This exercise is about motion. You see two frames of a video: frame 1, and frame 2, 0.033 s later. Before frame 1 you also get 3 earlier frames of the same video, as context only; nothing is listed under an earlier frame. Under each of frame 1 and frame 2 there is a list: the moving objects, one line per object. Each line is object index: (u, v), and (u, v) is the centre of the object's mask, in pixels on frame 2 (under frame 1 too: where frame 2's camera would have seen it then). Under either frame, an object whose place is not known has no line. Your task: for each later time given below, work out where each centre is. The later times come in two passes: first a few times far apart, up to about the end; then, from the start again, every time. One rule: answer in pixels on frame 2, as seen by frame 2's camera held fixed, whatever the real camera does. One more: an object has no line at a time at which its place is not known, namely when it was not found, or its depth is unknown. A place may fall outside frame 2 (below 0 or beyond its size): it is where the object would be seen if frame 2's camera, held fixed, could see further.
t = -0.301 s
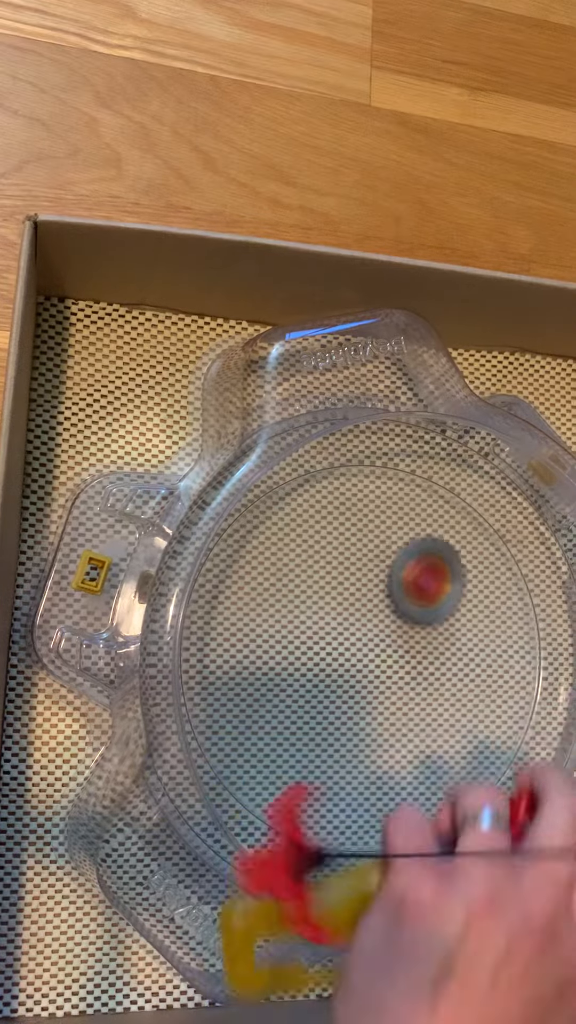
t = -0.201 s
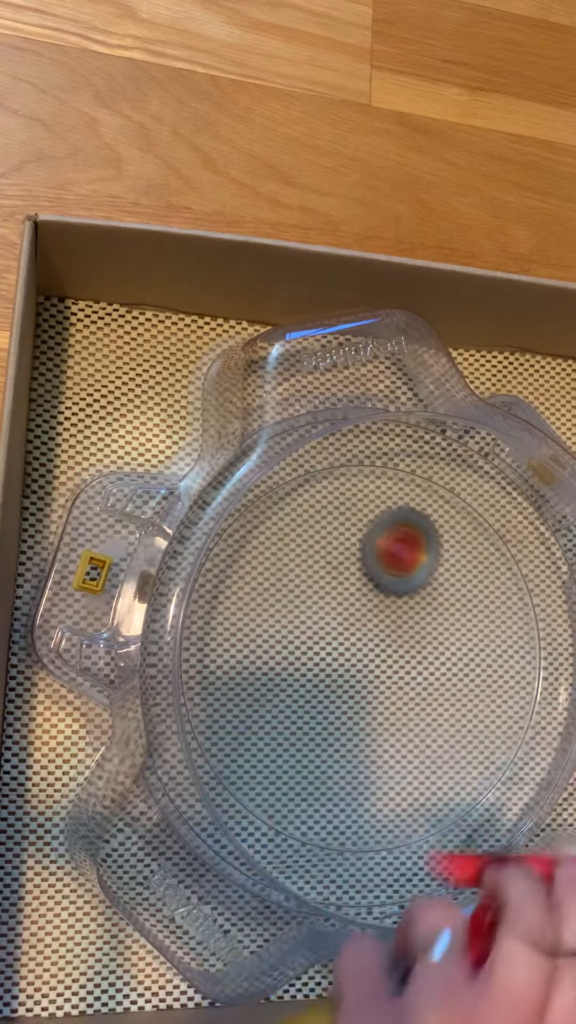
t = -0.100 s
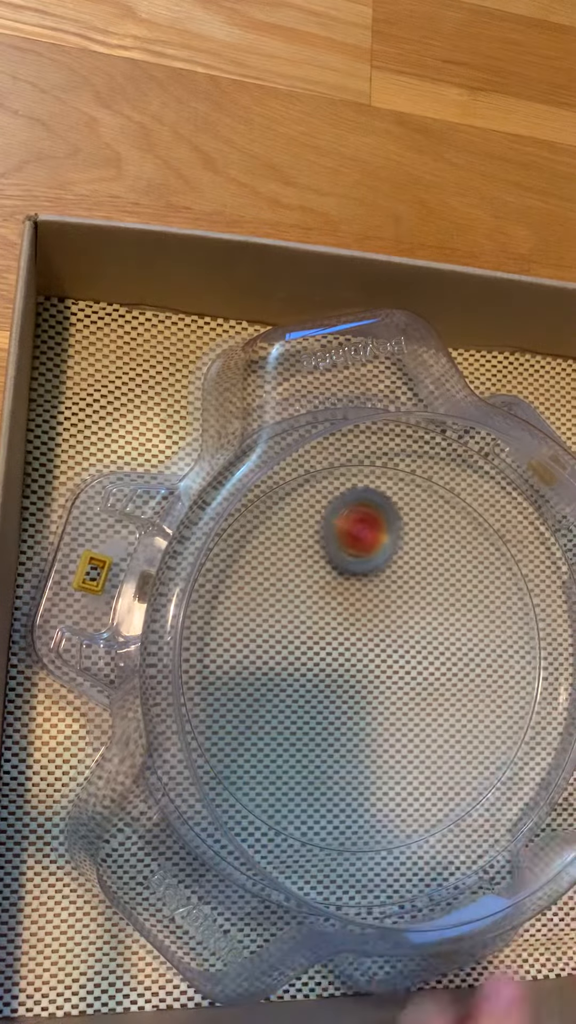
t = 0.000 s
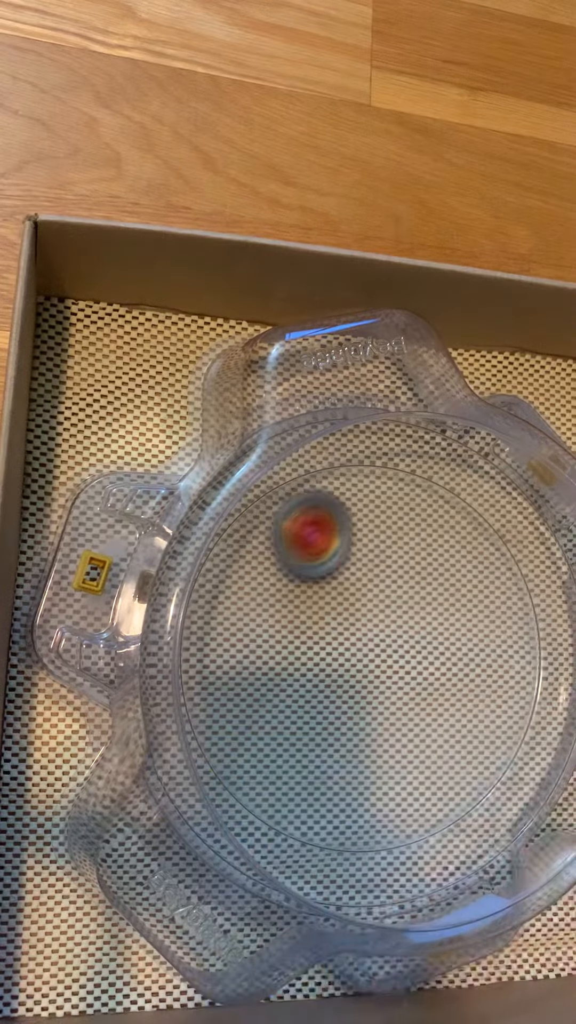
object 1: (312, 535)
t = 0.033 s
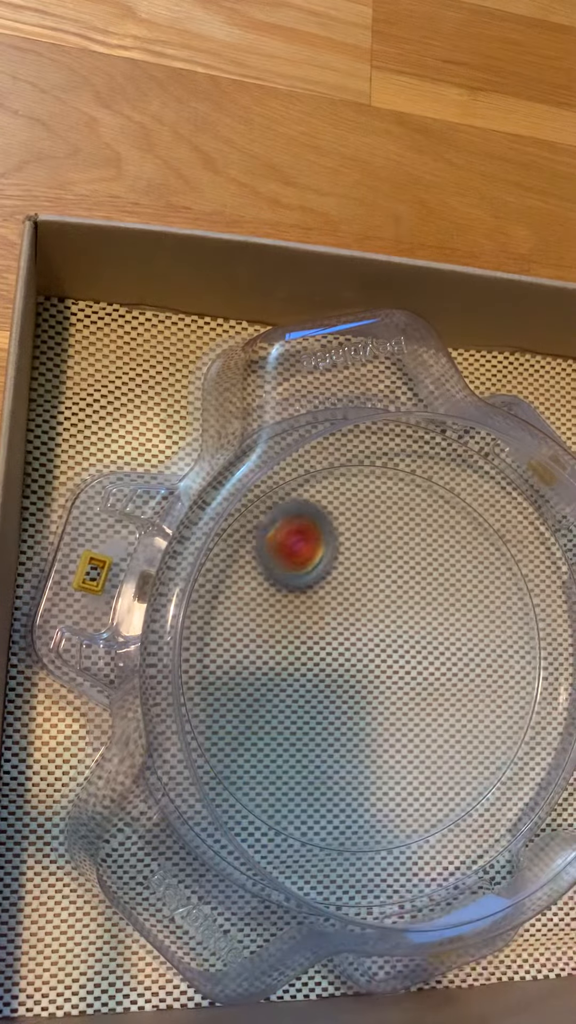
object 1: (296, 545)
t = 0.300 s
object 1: (336, 724)
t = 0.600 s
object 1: (548, 693)
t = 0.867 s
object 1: (406, 484)
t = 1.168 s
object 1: (224, 741)
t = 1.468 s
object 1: (514, 780)
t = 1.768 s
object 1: (359, 478)
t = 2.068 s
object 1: (235, 783)
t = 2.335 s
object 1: (534, 751)
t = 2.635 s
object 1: (434, 475)
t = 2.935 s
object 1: (215, 761)
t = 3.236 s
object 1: (470, 734)
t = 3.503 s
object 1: (454, 496)
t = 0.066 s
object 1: (284, 560)
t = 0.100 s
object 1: (275, 580)
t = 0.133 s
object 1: (270, 602)
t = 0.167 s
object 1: (271, 627)
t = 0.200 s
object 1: (279, 654)
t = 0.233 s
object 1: (292, 680)
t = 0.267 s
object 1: (312, 705)
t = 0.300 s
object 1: (336, 724)
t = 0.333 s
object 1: (362, 739)
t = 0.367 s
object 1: (390, 749)
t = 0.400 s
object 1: (419, 754)
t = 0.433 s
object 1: (448, 755)
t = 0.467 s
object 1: (477, 751)
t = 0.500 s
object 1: (501, 742)
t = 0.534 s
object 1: (523, 729)
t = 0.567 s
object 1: (539, 712)
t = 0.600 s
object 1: (548, 693)
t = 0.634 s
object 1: (550, 669)
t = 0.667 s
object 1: (545, 642)
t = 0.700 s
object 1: (537, 615)
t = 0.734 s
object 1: (517, 586)
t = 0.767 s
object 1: (494, 559)
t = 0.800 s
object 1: (467, 531)
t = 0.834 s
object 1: (438, 505)
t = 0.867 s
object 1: (406, 484)
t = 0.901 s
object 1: (371, 479)
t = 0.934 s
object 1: (333, 491)
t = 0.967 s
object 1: (298, 512)
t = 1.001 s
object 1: (267, 539)
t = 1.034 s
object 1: (242, 573)
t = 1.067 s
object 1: (226, 612)
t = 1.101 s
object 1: (216, 655)
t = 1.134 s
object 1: (214, 697)
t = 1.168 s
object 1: (224, 741)
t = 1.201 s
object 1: (234, 779)
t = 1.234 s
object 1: (259, 812)
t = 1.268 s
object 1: (289, 836)
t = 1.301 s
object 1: (326, 852)
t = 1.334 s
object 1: (367, 856)
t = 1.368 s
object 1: (410, 853)
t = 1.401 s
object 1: (451, 843)
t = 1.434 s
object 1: (488, 815)
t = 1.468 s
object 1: (514, 780)
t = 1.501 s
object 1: (539, 738)
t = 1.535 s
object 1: (547, 688)
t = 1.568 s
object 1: (545, 639)
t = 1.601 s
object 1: (535, 591)
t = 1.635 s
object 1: (513, 549)
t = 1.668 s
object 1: (481, 518)
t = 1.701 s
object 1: (442, 495)
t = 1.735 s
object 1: (401, 481)
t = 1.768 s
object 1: (359, 478)
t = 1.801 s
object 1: (317, 487)
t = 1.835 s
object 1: (282, 507)
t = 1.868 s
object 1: (256, 538)
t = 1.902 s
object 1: (233, 573)
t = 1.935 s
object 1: (219, 612)
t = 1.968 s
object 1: (211, 653)
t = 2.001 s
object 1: (206, 699)
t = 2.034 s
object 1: (216, 742)
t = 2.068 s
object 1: (235, 783)
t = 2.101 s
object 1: (266, 817)
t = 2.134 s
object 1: (298, 841)
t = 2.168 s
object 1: (341, 849)
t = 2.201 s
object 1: (386, 847)
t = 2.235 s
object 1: (432, 841)
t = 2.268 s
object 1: (473, 823)
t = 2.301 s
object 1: (506, 795)
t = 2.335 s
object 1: (534, 751)
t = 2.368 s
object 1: (544, 704)
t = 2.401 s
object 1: (550, 653)
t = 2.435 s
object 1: (554, 612)
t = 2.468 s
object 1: (555, 570)
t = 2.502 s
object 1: (545, 540)
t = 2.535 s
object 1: (522, 517)
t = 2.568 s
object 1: (496, 495)
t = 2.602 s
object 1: (464, 481)
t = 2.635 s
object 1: (434, 475)
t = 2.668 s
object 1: (393, 477)
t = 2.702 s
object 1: (354, 491)
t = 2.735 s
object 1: (317, 513)
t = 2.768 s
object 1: (281, 542)
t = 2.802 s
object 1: (249, 579)
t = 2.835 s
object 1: (227, 621)
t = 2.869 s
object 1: (212, 667)
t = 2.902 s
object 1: (198, 721)
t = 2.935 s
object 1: (215, 761)
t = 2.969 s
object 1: (235, 804)
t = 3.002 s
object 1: (264, 844)
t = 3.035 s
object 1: (295, 883)
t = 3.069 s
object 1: (325, 877)
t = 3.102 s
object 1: (356, 854)
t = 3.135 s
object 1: (383, 826)
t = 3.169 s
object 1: (415, 797)
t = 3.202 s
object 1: (443, 767)
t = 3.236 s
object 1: (470, 734)
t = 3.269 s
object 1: (491, 699)
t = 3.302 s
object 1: (506, 664)
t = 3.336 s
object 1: (514, 628)
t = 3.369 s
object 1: (515, 594)
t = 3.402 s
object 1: (508, 564)
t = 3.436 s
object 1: (496, 537)
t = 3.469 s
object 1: (477, 514)
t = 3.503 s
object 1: (454, 496)
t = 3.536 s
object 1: (427, 483)
